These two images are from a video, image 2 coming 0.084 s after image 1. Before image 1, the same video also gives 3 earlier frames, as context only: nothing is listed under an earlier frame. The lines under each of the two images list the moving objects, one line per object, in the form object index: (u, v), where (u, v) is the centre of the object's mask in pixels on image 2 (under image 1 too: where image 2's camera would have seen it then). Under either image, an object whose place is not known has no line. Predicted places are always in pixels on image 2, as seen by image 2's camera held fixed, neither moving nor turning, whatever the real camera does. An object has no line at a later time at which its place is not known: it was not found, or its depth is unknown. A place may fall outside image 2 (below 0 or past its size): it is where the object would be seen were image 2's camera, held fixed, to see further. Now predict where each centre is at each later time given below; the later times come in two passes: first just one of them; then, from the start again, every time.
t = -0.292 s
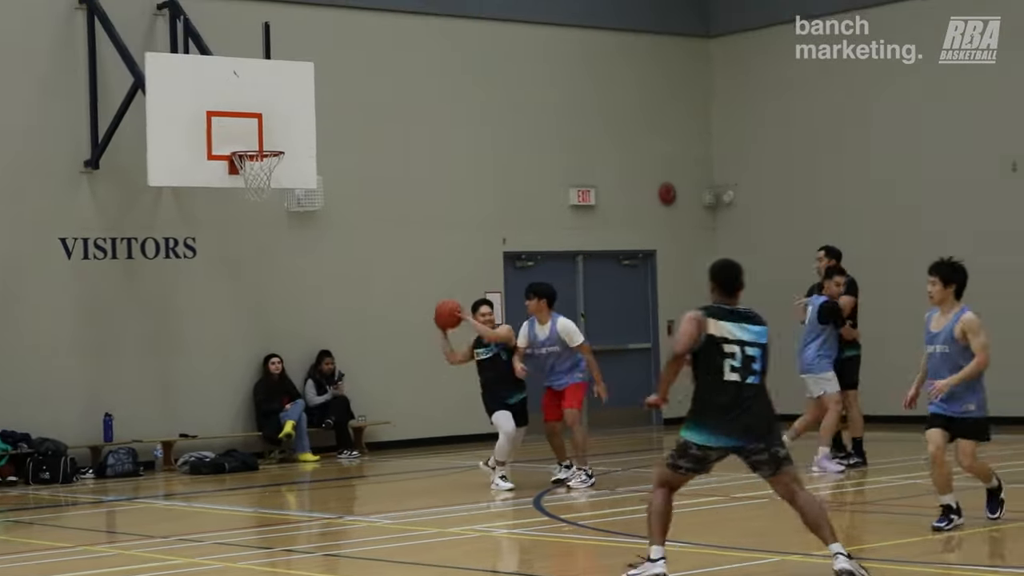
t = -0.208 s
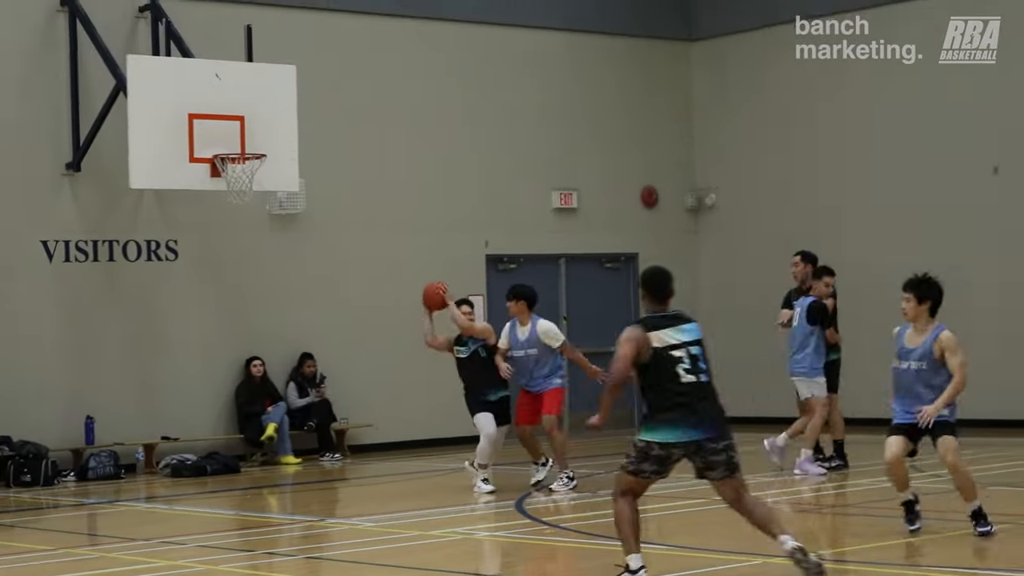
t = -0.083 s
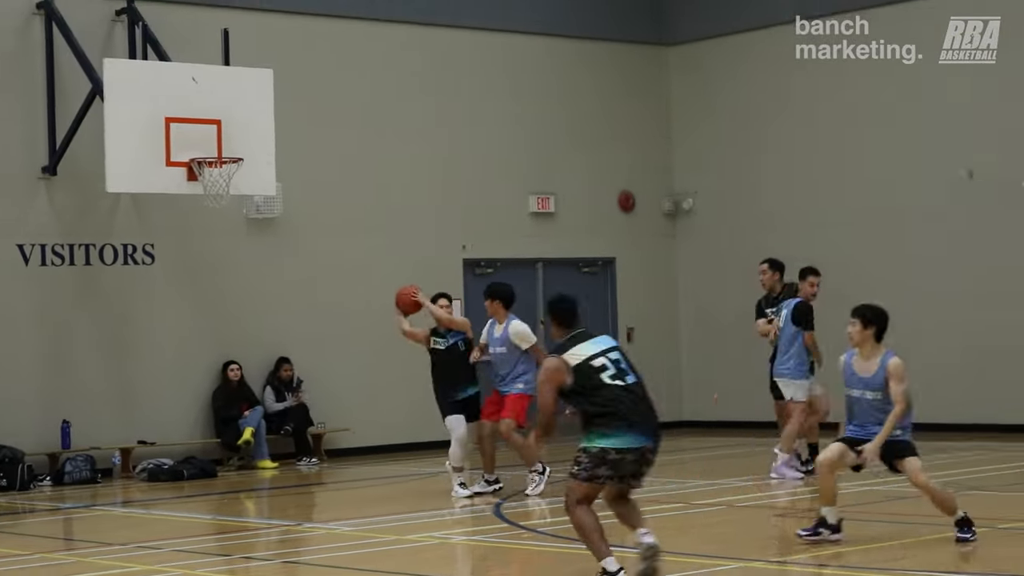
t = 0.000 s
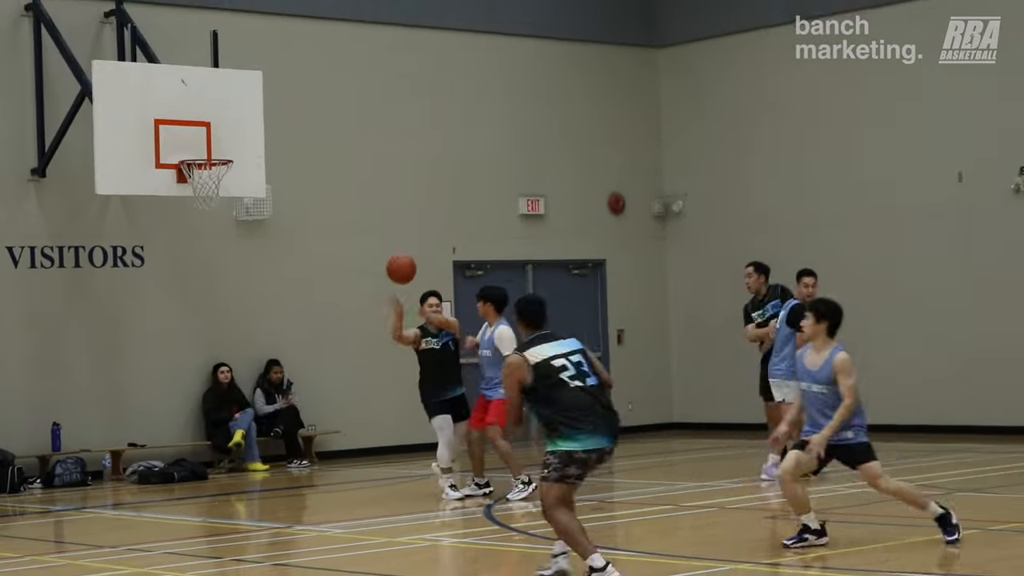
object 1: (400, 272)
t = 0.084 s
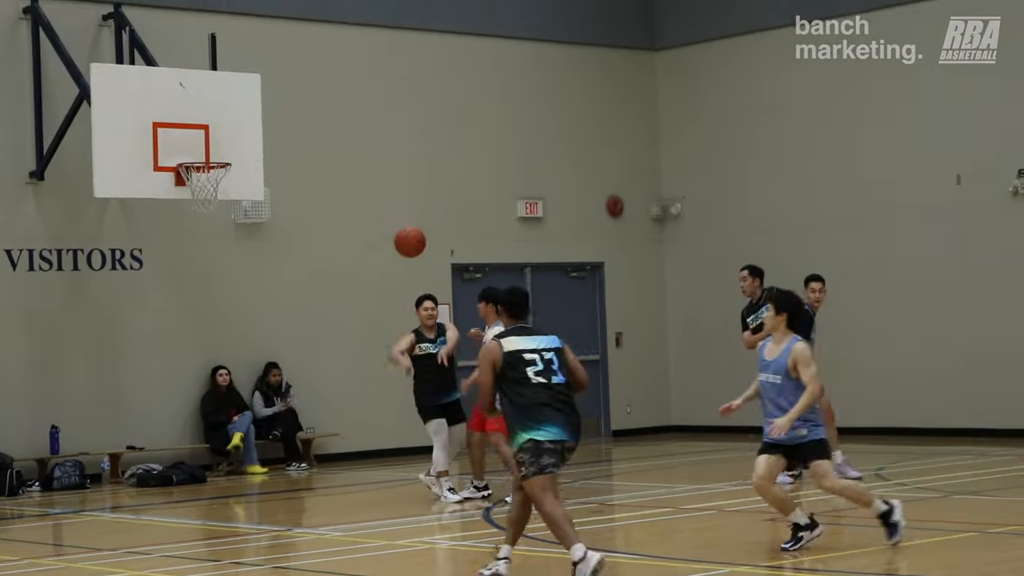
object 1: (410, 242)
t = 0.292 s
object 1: (439, 199)
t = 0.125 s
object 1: (414, 232)
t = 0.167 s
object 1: (421, 219)
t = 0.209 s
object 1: (426, 211)
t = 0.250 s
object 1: (433, 203)
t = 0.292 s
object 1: (439, 199)
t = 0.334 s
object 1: (448, 196)
